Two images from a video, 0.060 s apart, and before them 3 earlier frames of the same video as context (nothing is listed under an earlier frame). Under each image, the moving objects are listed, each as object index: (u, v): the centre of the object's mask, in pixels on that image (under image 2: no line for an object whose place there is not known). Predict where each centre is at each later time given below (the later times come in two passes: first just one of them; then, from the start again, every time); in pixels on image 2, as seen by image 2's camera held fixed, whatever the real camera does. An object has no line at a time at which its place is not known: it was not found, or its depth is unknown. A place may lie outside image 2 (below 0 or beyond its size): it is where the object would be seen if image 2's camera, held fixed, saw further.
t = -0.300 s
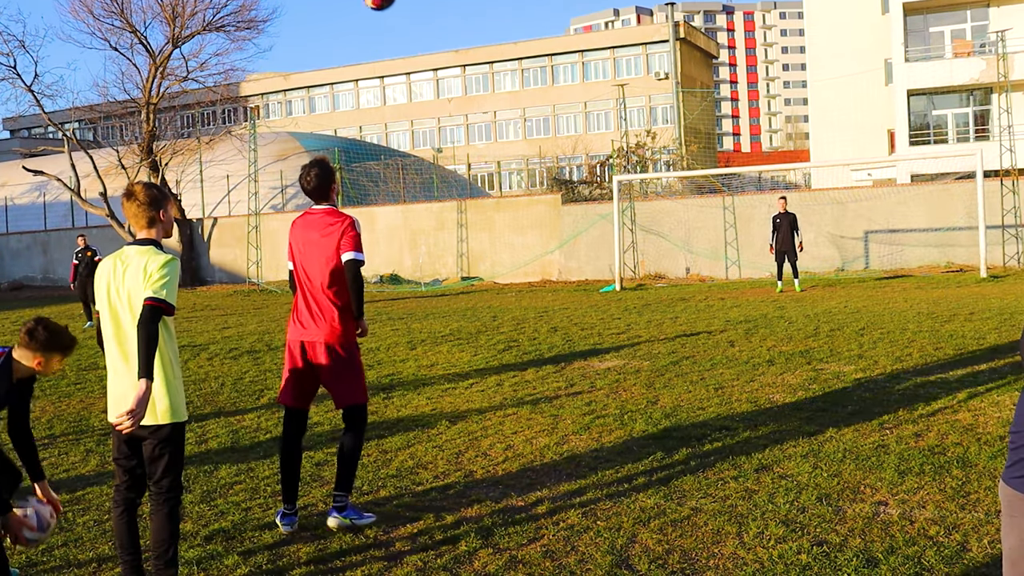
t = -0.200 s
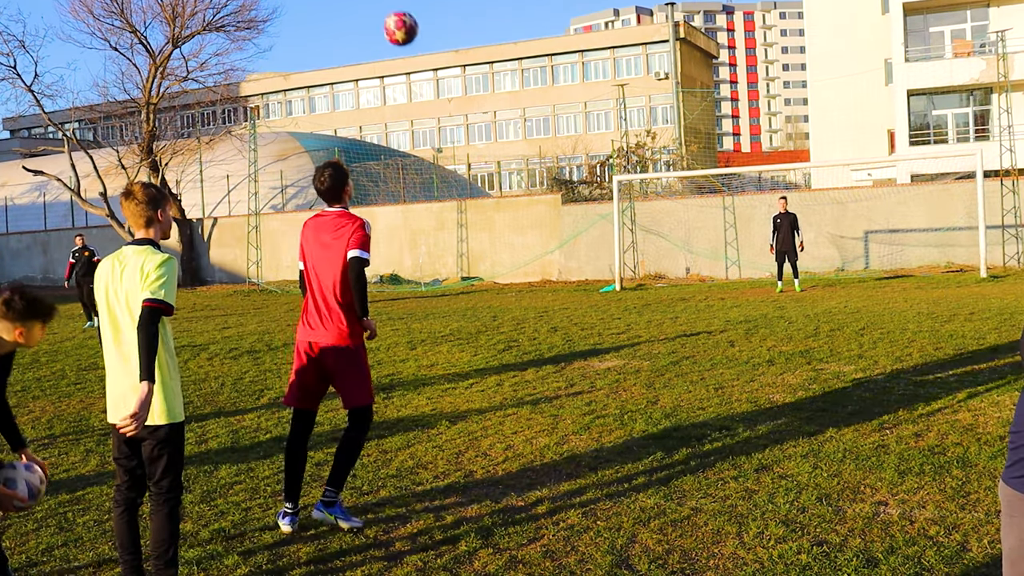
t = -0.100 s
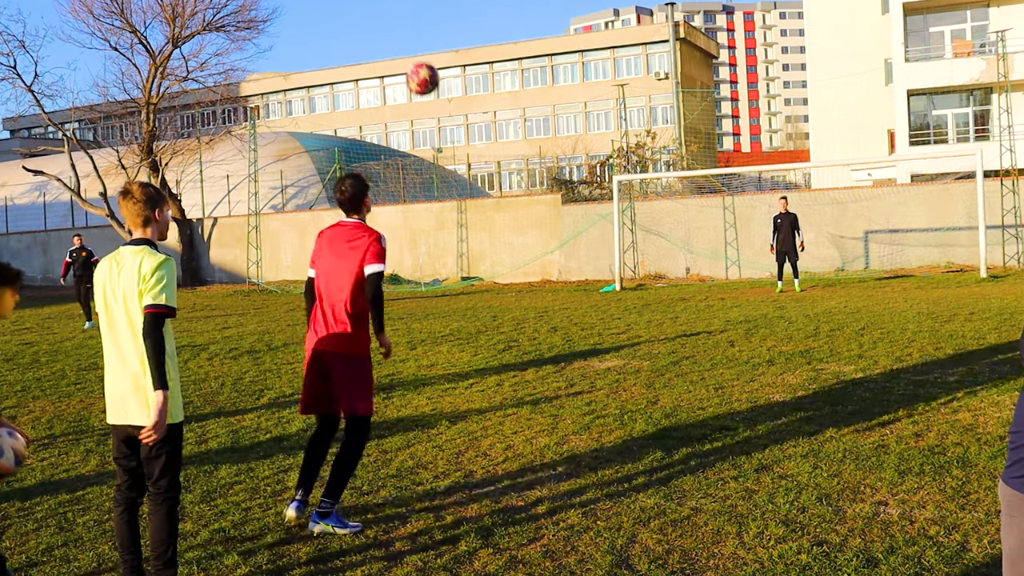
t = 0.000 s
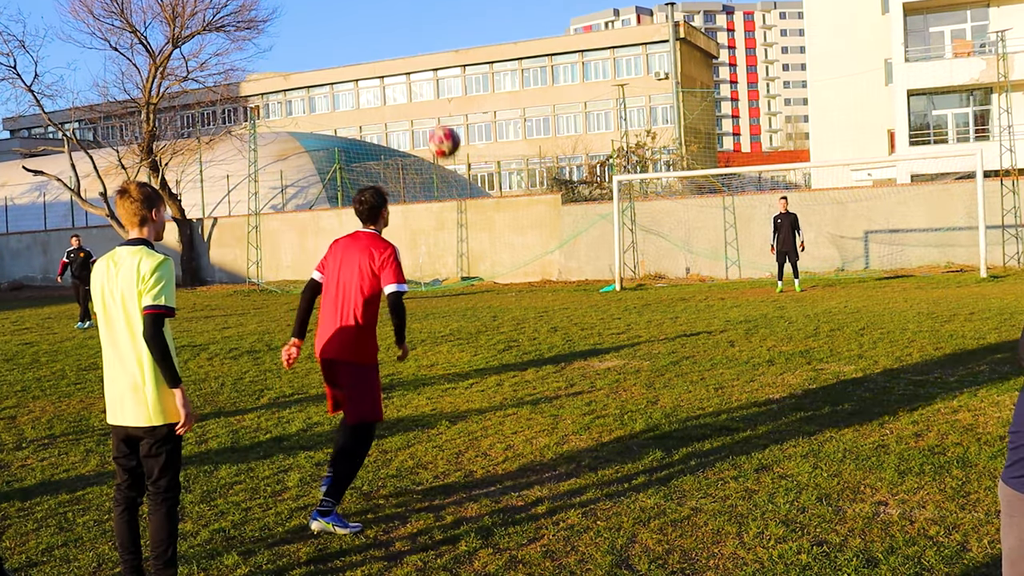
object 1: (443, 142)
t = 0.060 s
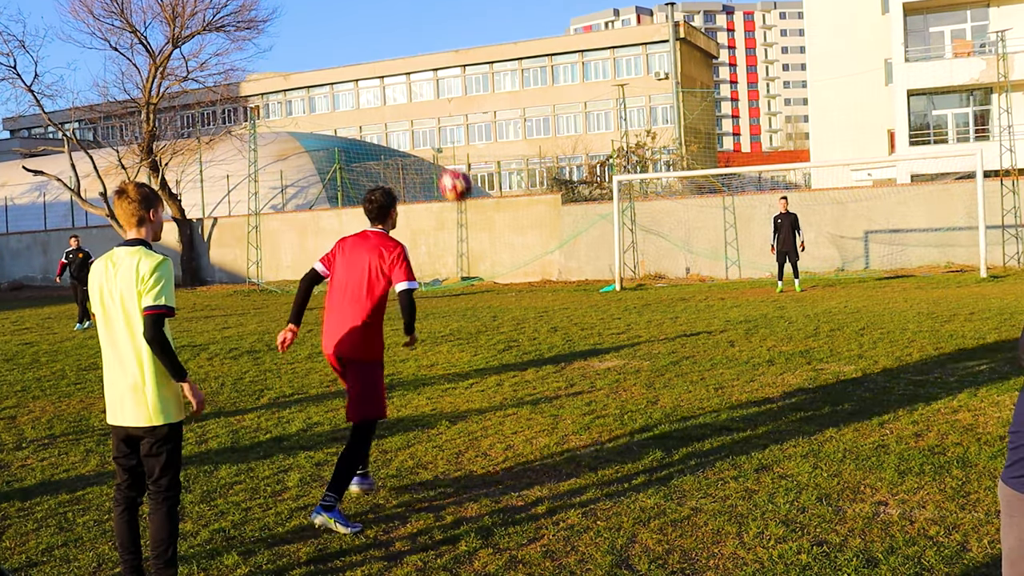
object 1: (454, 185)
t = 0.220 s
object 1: (487, 318)
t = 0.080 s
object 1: (459, 200)
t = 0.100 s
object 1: (464, 215)
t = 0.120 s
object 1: (468, 232)
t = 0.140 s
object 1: (472, 247)
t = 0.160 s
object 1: (476, 264)
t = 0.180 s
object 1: (480, 283)
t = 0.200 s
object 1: (483, 299)
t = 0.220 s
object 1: (487, 318)
